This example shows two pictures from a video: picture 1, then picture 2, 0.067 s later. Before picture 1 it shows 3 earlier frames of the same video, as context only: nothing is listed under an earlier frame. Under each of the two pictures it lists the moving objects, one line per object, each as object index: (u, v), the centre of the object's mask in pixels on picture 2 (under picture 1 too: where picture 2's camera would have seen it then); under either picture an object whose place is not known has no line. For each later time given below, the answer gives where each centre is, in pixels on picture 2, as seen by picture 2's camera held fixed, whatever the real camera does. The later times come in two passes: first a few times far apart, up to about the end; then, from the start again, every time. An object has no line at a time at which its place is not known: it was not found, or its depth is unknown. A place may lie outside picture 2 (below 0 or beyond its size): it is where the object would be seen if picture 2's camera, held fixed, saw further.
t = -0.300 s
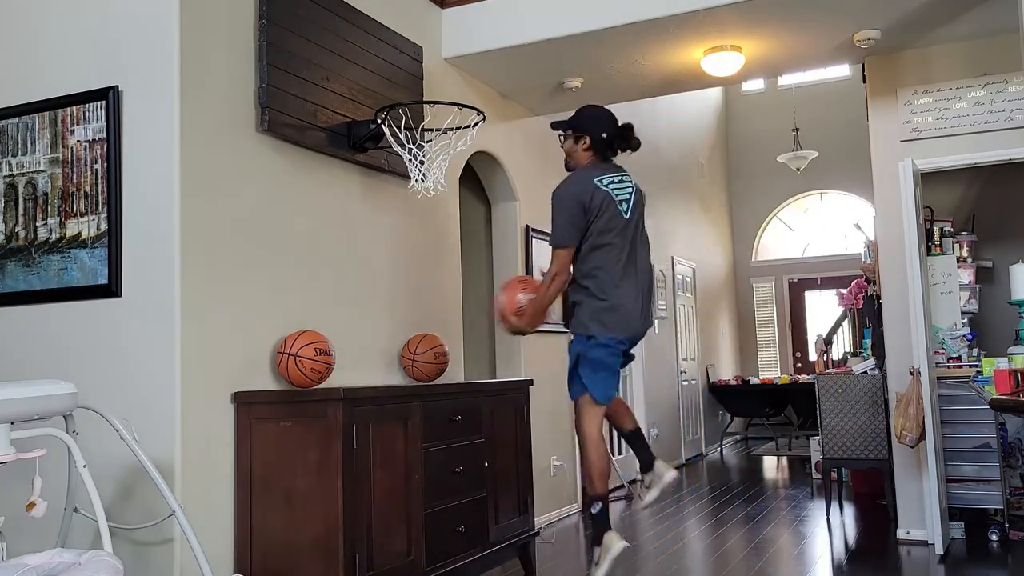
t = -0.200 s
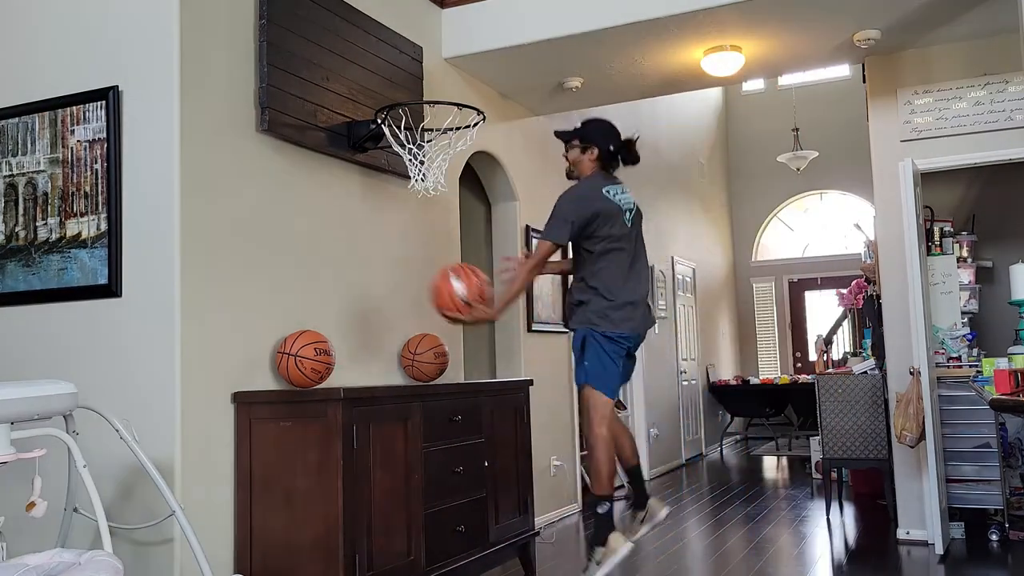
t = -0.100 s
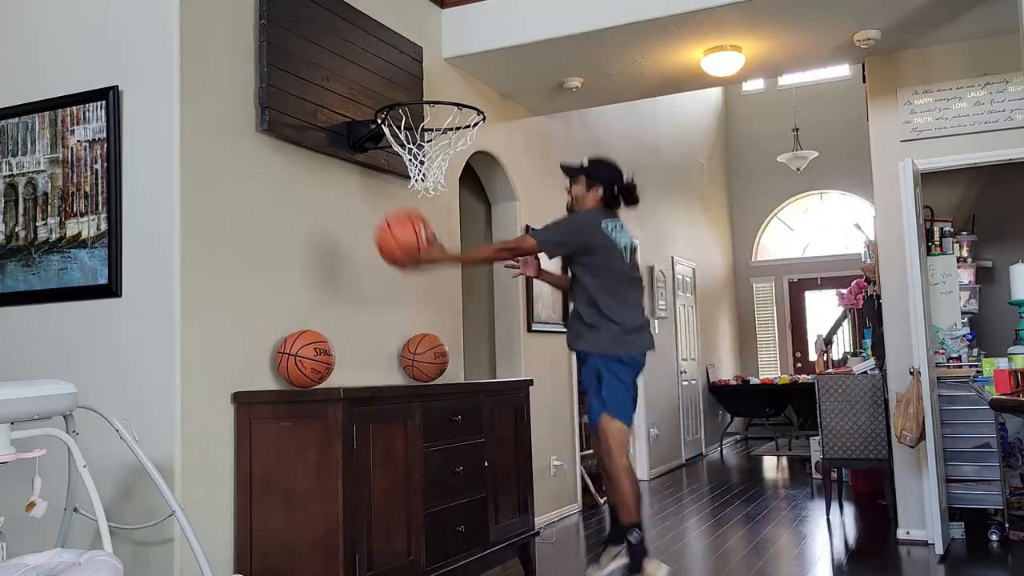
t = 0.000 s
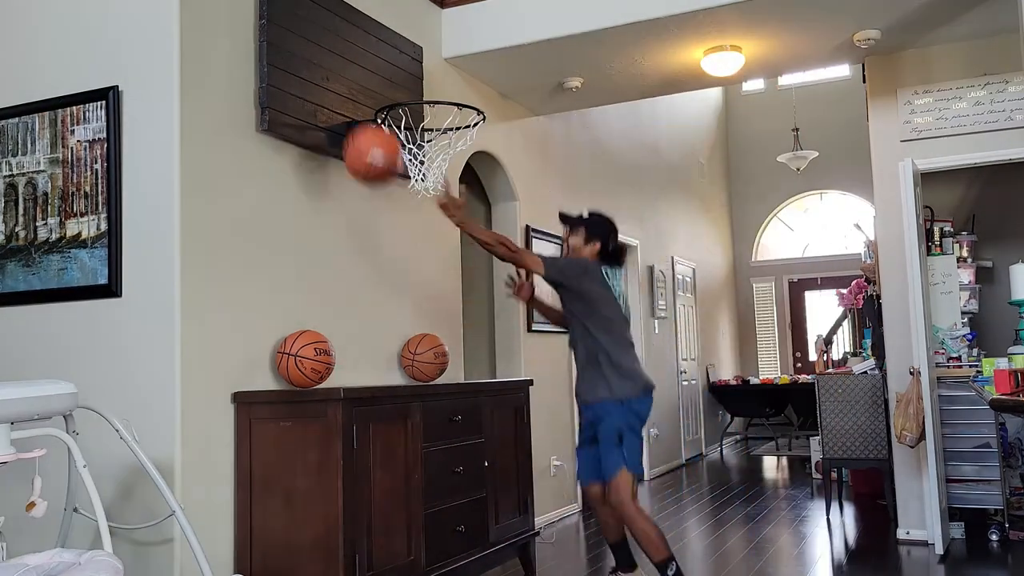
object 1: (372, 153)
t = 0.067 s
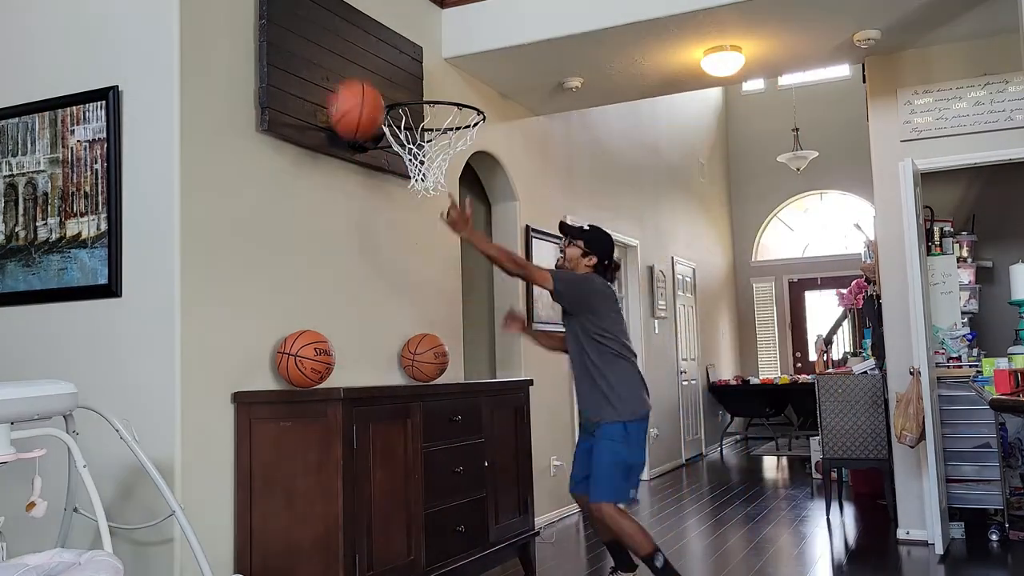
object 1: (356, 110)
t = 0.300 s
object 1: (368, 41)
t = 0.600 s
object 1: (452, 109)
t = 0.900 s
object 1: (394, 167)
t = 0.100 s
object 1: (348, 92)
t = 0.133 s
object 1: (340, 78)
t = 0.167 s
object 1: (332, 66)
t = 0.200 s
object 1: (332, 56)
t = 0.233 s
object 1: (344, 48)
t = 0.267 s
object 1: (356, 43)
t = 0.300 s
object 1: (368, 41)
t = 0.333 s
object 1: (380, 40)
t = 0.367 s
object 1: (392, 41)
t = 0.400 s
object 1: (404, 46)
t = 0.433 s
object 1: (416, 53)
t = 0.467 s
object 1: (428, 62)
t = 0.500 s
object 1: (439, 73)
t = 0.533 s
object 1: (450, 86)
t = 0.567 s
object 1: (462, 102)
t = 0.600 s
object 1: (452, 109)
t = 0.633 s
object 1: (437, 118)
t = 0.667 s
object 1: (427, 126)
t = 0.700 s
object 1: (412, 137)
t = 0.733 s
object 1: (401, 151)
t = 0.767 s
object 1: (391, 161)
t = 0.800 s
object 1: (388, 162)
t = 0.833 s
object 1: (389, 162)
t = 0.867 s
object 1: (391, 163)
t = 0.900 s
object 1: (394, 167)
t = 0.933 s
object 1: (395, 174)
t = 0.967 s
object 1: (398, 184)
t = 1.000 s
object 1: (400, 194)
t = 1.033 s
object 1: (403, 207)
